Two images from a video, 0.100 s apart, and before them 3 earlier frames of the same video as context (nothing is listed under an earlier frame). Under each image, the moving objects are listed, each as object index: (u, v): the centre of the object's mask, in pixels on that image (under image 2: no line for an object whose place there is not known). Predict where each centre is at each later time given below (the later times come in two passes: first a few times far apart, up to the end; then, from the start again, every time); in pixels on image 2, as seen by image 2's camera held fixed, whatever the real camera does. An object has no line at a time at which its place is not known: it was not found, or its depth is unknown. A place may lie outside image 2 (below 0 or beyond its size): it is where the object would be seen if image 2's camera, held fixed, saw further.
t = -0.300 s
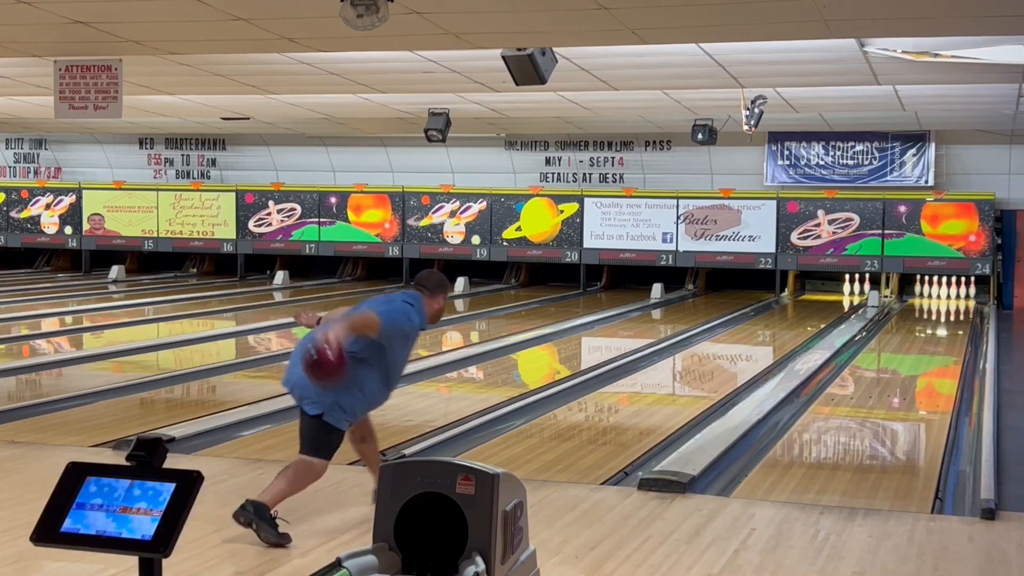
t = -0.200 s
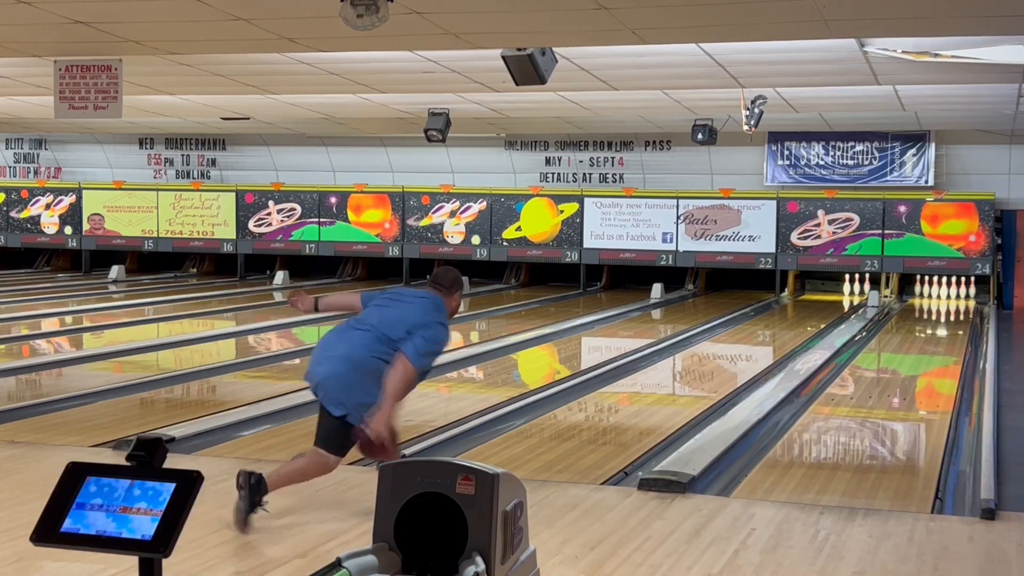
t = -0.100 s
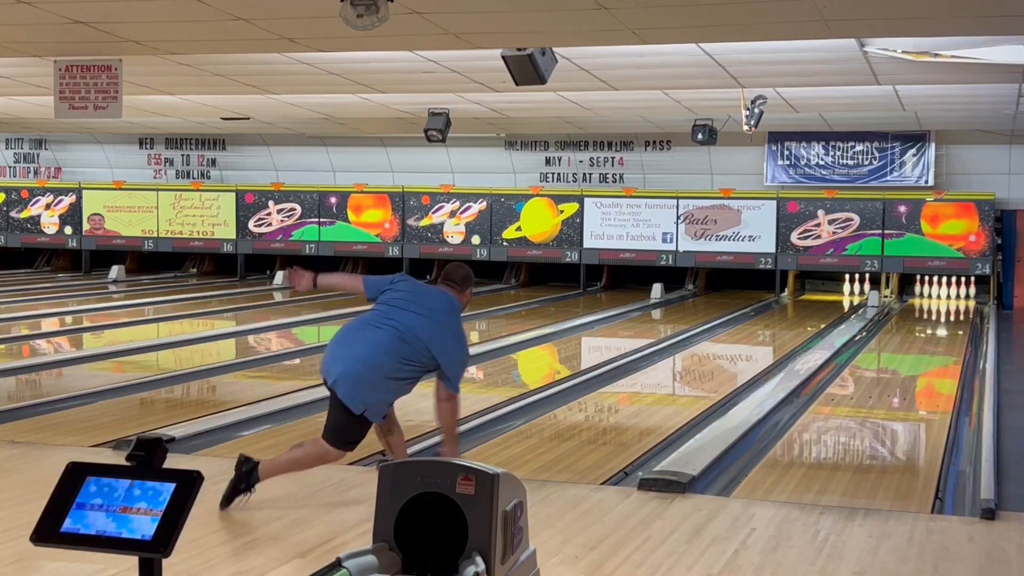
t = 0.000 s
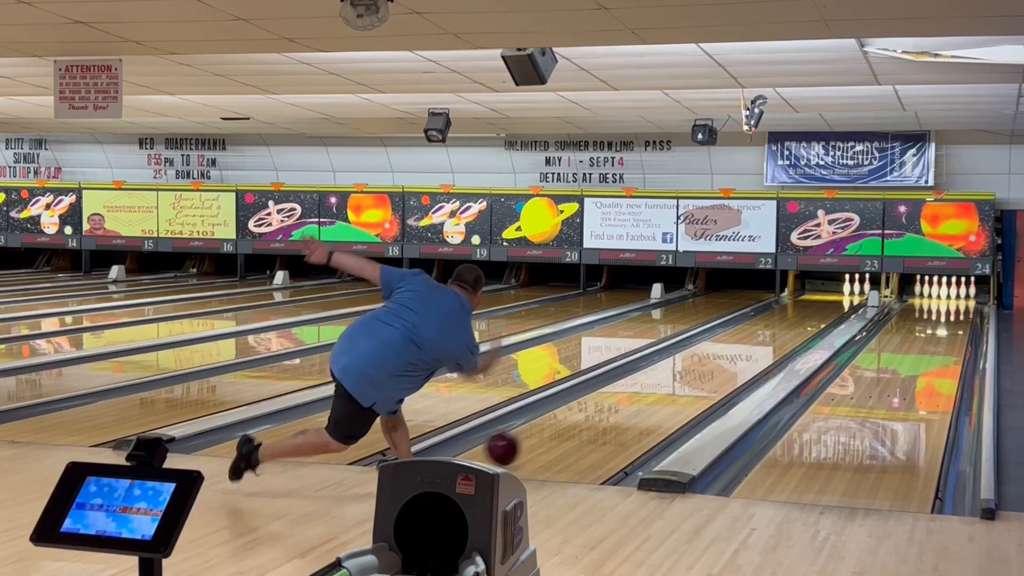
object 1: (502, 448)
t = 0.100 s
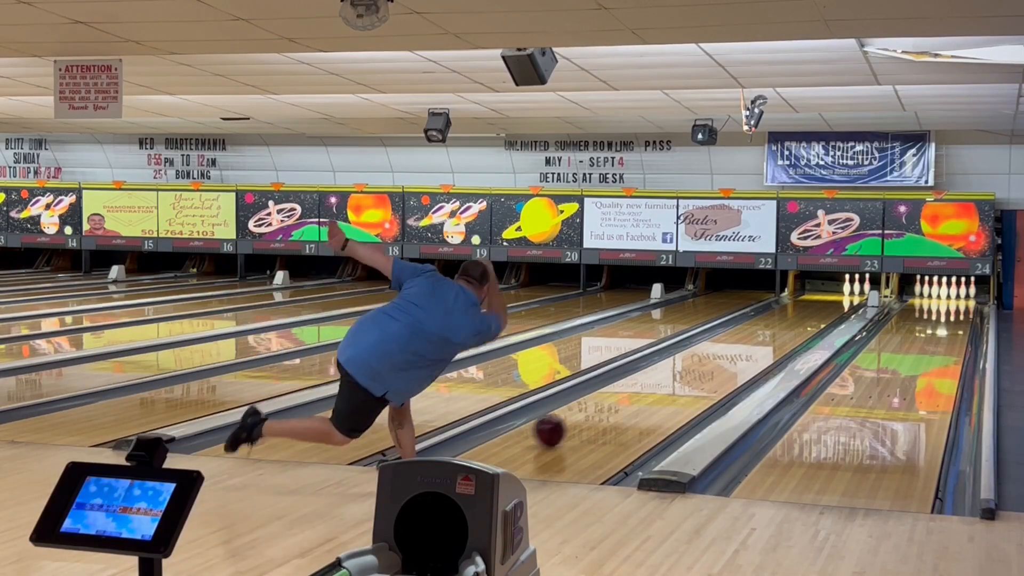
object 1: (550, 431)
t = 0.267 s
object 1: (613, 403)
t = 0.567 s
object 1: (694, 369)
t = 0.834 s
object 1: (745, 348)
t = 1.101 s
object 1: (783, 332)
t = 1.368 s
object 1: (811, 319)
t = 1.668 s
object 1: (834, 307)
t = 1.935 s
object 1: (846, 299)
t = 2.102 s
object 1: (850, 294)
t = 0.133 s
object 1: (564, 424)
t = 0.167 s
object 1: (577, 419)
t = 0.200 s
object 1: (589, 413)
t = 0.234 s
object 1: (602, 408)
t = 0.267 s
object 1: (613, 403)
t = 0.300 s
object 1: (623, 398)
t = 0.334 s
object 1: (634, 394)
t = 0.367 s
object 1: (644, 390)
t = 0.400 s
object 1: (653, 386)
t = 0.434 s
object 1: (662, 383)
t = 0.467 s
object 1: (670, 379)
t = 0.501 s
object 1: (678, 376)
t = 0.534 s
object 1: (686, 372)
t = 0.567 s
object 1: (694, 369)
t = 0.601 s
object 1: (701, 366)
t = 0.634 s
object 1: (708, 364)
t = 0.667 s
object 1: (715, 361)
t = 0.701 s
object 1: (721, 358)
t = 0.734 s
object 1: (727, 355)
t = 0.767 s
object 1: (733, 353)
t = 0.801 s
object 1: (739, 350)
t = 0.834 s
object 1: (745, 348)
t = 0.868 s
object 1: (750, 346)
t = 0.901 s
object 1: (755, 344)
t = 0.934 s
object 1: (760, 341)
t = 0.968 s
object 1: (765, 339)
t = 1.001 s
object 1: (770, 337)
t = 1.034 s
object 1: (774, 335)
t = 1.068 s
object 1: (778, 333)
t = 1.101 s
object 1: (783, 332)
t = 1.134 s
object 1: (787, 330)
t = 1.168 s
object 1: (791, 328)
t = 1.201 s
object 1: (795, 326)
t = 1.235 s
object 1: (798, 325)
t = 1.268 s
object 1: (802, 323)
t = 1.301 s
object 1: (805, 322)
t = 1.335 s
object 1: (809, 320)
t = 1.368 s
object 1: (811, 319)
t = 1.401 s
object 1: (815, 318)
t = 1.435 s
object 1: (818, 316)
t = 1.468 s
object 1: (820, 314)
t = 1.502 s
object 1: (823, 313)
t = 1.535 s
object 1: (825, 312)
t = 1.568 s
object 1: (828, 312)
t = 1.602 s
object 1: (831, 310)
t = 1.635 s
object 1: (832, 309)
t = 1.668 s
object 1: (834, 307)
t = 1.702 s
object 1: (836, 305)
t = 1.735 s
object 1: (838, 304)
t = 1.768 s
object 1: (840, 303)
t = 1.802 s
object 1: (842, 302)
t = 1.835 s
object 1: (843, 301)
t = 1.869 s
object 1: (844, 301)
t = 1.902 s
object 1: (845, 299)
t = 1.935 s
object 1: (846, 299)
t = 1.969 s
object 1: (847, 298)
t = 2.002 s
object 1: (848, 297)
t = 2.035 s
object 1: (849, 296)
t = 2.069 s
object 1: (850, 295)
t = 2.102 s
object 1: (850, 294)
